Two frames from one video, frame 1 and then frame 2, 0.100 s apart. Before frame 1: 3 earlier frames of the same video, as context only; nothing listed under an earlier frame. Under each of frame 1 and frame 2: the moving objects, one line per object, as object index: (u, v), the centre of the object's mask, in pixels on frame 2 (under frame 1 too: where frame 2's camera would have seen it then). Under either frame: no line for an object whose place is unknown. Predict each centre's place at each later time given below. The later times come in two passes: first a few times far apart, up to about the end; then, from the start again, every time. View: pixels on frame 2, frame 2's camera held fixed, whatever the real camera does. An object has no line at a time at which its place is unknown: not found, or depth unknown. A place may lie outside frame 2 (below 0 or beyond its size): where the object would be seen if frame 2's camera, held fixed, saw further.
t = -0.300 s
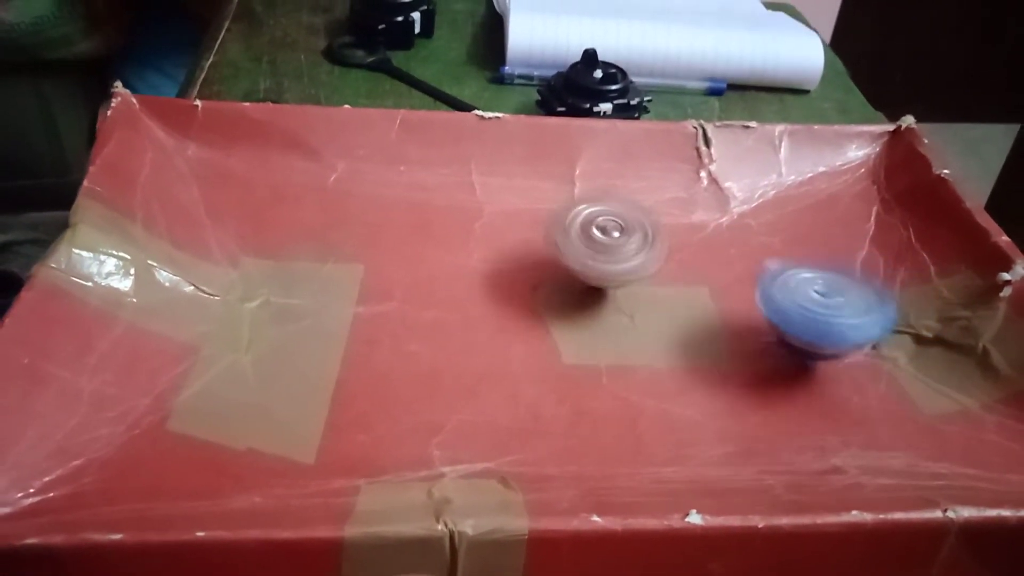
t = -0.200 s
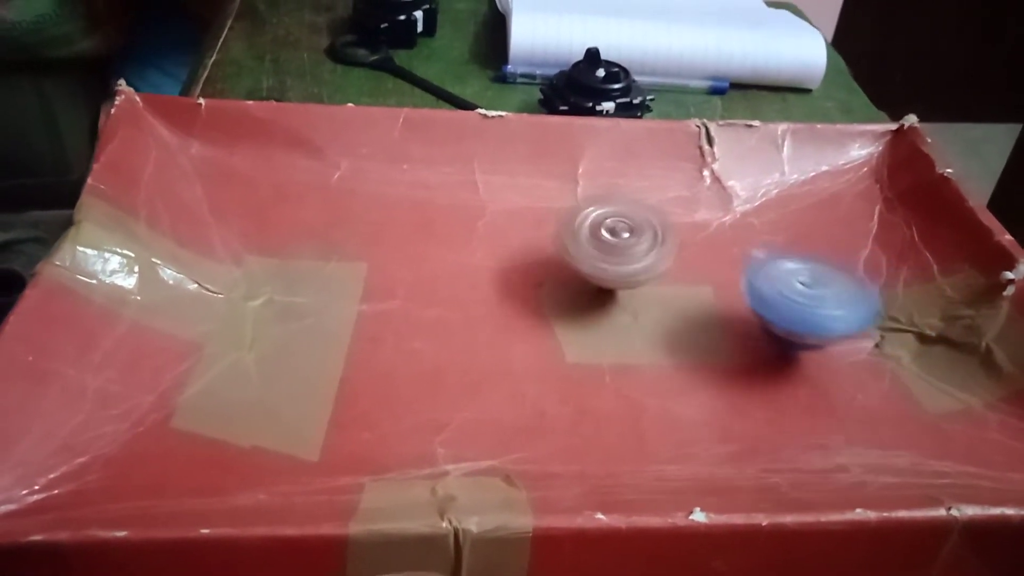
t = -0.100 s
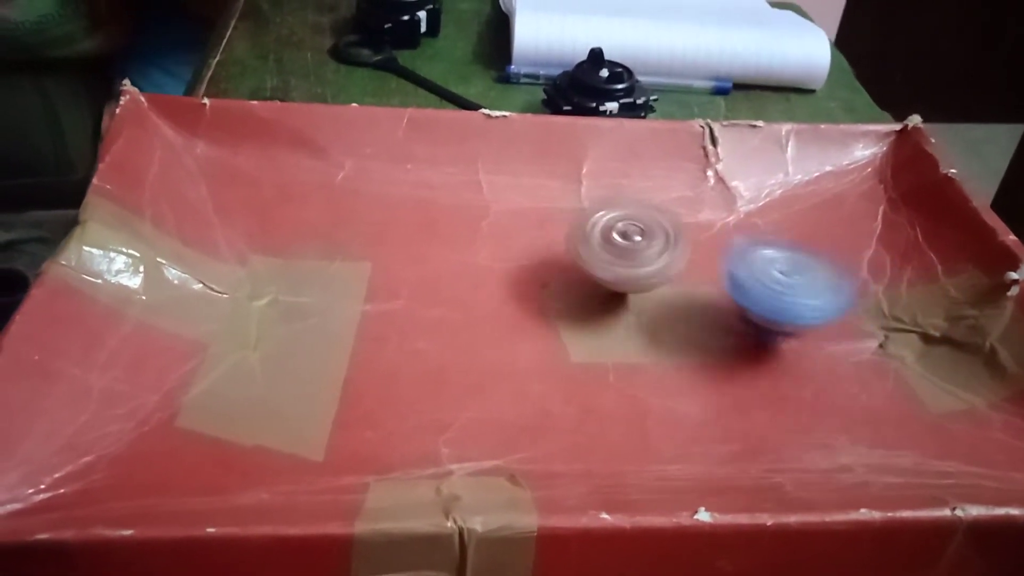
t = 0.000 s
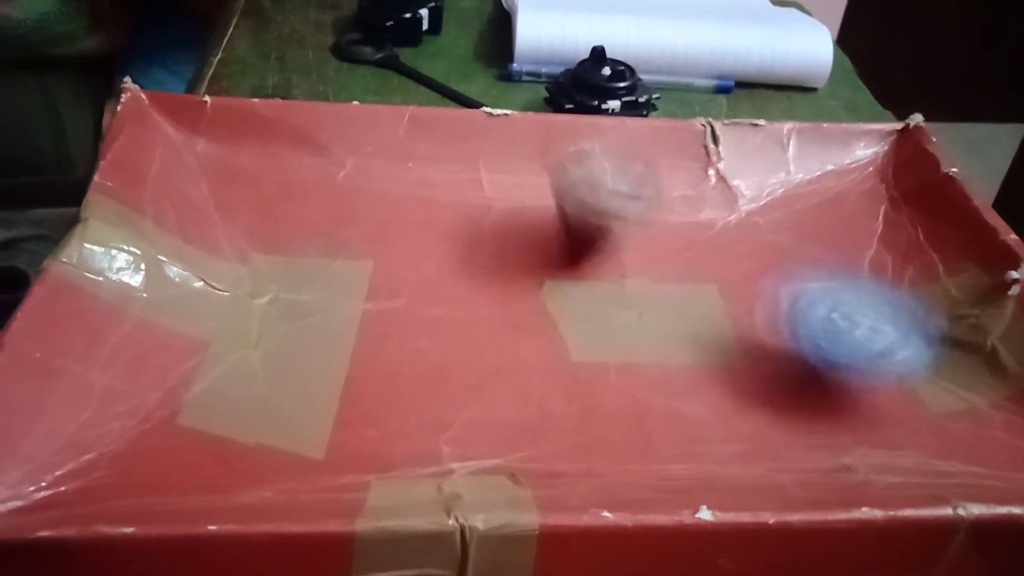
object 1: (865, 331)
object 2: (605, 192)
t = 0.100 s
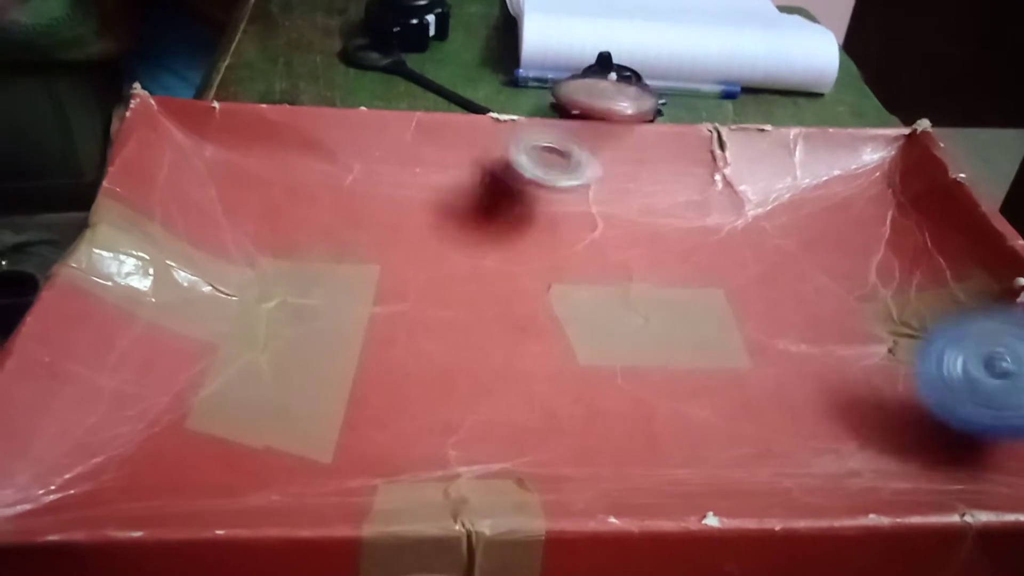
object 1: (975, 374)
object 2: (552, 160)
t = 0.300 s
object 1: (988, 394)
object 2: (490, 279)
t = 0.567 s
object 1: (1010, 404)
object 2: (507, 382)
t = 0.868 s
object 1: (783, 362)
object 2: (540, 372)
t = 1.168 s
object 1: (483, 236)
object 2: (540, 372)
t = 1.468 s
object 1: (238, 138)
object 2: (559, 369)
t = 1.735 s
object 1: (313, 245)
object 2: (559, 369)
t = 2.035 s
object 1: (572, 263)
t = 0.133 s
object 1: (981, 375)
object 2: (538, 158)
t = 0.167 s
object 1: (986, 374)
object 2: (532, 171)
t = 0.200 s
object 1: (988, 374)
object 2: (524, 201)
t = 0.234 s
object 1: (989, 377)
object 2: (506, 224)
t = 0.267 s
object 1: (987, 384)
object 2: (492, 251)
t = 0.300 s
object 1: (988, 394)
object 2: (490, 279)
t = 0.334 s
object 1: (992, 408)
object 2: (495, 302)
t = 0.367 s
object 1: (1001, 421)
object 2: (500, 322)
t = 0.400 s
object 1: (1010, 423)
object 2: (502, 332)
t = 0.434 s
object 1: (1018, 419)
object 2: (496, 344)
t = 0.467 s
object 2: (494, 357)
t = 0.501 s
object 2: (499, 368)
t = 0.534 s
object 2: (502, 375)
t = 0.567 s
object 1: (1010, 404)
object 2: (507, 382)
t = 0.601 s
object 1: (994, 408)
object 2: (511, 382)
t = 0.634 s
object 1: (979, 412)
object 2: (518, 384)
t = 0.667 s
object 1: (967, 410)
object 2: (521, 380)
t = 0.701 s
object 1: (952, 406)
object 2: (528, 378)
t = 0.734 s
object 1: (930, 398)
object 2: (531, 377)
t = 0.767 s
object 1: (892, 392)
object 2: (538, 373)
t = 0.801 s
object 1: (858, 381)
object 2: (540, 372)
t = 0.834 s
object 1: (823, 371)
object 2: (540, 372)
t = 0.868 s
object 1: (783, 362)
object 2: (540, 372)
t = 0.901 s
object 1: (744, 346)
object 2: (540, 372)
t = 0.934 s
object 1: (705, 331)
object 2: (540, 372)
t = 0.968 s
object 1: (672, 321)
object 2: (540, 372)
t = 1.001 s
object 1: (639, 307)
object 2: (541, 372)
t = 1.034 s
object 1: (604, 295)
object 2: (541, 372)
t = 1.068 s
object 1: (575, 279)
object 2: (541, 373)
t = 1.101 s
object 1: (544, 266)
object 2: (541, 372)
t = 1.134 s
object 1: (512, 250)
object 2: (541, 372)
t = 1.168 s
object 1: (483, 236)
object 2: (540, 372)
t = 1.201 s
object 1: (453, 221)
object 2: (540, 372)
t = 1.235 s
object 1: (428, 207)
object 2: (540, 372)
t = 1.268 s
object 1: (399, 195)
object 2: (540, 372)
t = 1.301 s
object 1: (371, 183)
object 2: (542, 372)
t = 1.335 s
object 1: (346, 173)
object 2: (550, 371)
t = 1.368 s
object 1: (319, 163)
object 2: (558, 370)
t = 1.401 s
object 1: (290, 153)
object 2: (559, 369)
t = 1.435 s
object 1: (265, 143)
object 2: (559, 369)
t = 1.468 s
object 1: (238, 138)
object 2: (559, 369)
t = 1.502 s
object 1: (216, 136)
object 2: (559, 369)
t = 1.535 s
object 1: (209, 138)
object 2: (559, 369)
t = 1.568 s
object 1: (210, 151)
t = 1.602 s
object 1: (222, 170)
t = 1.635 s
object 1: (240, 194)
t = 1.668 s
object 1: (265, 221)
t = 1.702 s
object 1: (288, 236)
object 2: (559, 369)
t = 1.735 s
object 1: (313, 245)
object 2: (559, 369)
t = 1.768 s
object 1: (337, 245)
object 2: (558, 369)
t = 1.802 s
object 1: (367, 245)
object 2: (558, 369)
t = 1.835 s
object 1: (397, 247)
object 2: (558, 369)
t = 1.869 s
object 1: (428, 247)
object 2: (559, 369)
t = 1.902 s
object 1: (452, 249)
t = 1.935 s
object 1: (485, 251)
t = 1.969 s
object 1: (512, 255)
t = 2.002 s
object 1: (544, 257)
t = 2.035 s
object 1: (572, 263)
